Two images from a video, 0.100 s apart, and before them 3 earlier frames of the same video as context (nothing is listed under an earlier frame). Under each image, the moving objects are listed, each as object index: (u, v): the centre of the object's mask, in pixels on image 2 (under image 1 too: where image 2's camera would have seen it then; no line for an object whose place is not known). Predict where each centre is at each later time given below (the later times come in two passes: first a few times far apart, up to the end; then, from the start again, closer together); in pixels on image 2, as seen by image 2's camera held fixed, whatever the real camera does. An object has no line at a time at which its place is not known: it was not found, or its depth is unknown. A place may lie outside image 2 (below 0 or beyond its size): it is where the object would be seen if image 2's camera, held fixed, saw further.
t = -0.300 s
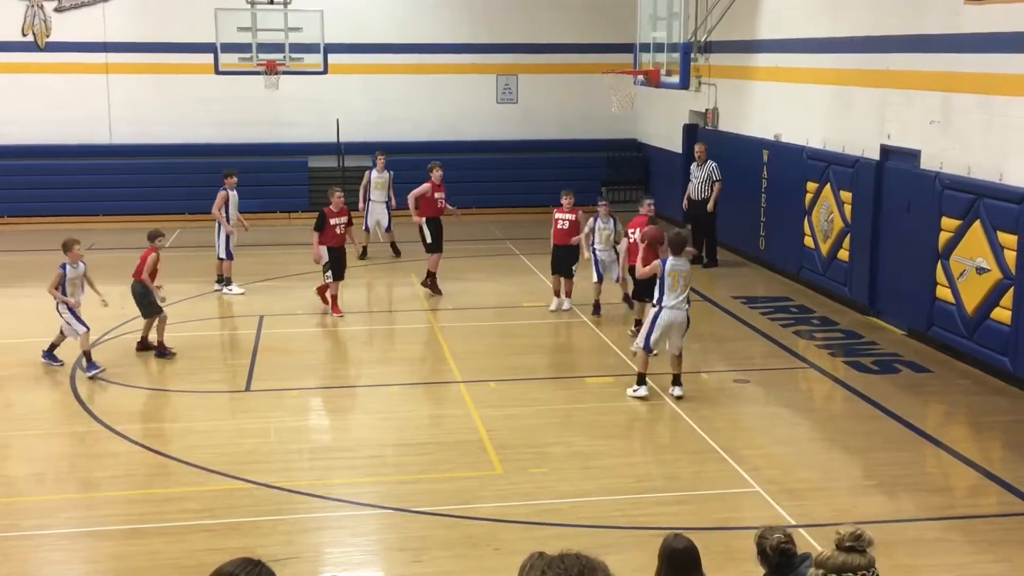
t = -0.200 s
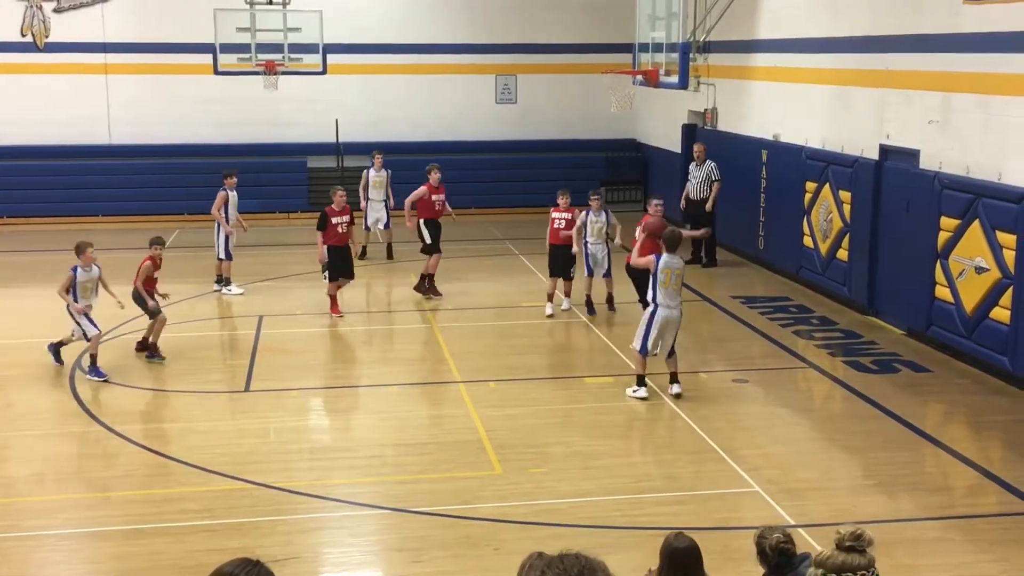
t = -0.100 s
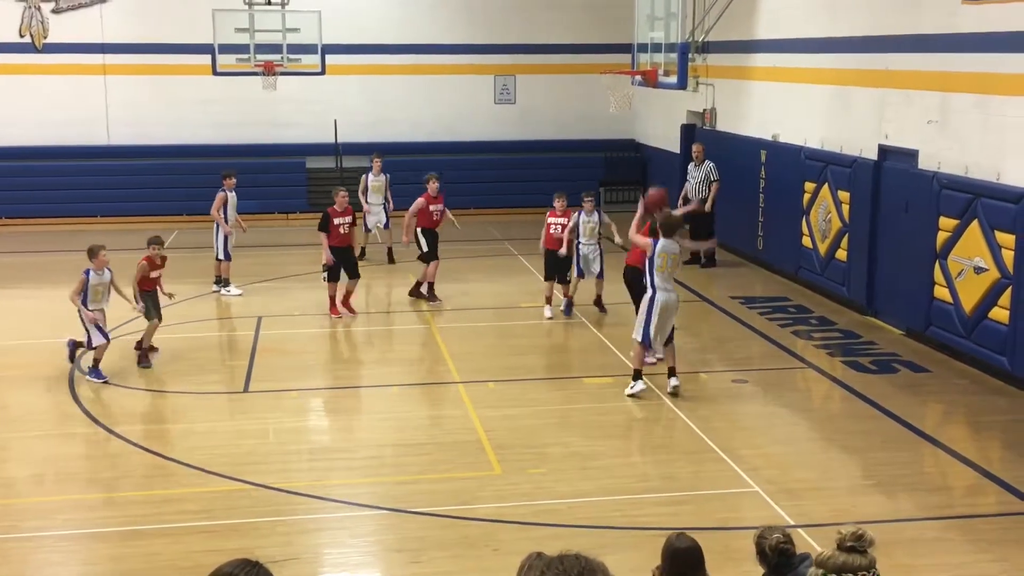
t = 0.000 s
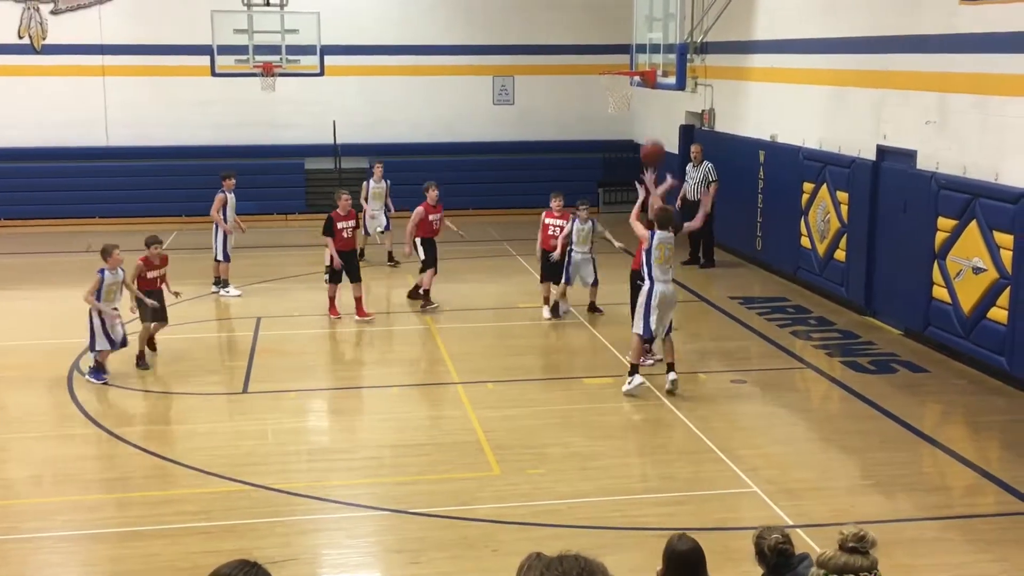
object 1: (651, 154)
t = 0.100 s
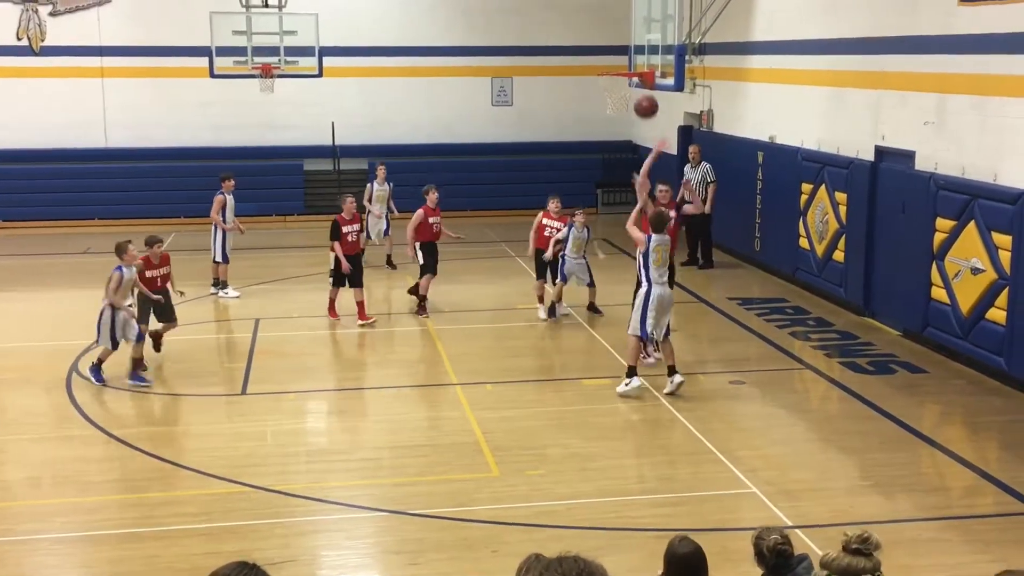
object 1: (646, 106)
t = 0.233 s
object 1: (639, 62)
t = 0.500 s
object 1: (626, 31)
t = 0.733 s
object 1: (615, 59)
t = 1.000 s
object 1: (614, 65)
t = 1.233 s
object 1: (624, 83)
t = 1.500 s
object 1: (623, 112)
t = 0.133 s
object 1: (644, 93)
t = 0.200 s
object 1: (641, 72)
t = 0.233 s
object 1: (639, 62)
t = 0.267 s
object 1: (638, 55)
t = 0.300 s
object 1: (637, 48)
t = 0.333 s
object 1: (634, 42)
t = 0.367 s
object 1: (633, 38)
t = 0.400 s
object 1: (631, 35)
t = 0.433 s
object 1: (630, 33)
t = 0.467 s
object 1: (628, 32)
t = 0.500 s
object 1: (626, 31)
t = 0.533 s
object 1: (625, 32)
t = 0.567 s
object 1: (623, 34)
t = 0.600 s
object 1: (622, 36)
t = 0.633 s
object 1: (621, 39)
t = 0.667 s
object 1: (619, 46)
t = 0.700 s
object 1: (617, 52)
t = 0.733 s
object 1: (615, 59)
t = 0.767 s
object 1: (615, 62)
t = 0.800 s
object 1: (615, 60)
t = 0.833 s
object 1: (615, 60)
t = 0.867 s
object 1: (615, 60)
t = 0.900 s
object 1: (614, 61)
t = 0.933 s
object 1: (614, 63)
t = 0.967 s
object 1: (614, 65)
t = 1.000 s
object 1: (614, 65)
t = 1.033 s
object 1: (616, 65)
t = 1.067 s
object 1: (617, 65)
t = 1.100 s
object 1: (619, 67)
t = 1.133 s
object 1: (620, 66)
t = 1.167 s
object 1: (620, 72)
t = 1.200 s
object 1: (622, 77)
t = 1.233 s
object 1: (624, 83)
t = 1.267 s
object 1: (625, 87)
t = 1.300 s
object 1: (626, 90)
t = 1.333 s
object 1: (626, 94)
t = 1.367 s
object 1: (626, 96)
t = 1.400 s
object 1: (625, 99)
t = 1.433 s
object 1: (624, 103)
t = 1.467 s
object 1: (623, 107)
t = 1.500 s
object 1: (623, 112)
